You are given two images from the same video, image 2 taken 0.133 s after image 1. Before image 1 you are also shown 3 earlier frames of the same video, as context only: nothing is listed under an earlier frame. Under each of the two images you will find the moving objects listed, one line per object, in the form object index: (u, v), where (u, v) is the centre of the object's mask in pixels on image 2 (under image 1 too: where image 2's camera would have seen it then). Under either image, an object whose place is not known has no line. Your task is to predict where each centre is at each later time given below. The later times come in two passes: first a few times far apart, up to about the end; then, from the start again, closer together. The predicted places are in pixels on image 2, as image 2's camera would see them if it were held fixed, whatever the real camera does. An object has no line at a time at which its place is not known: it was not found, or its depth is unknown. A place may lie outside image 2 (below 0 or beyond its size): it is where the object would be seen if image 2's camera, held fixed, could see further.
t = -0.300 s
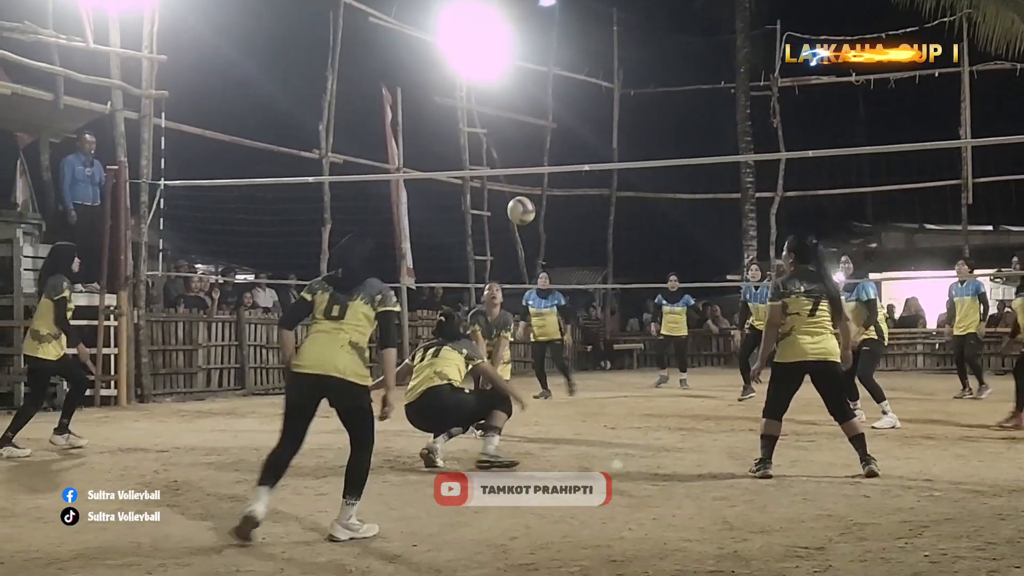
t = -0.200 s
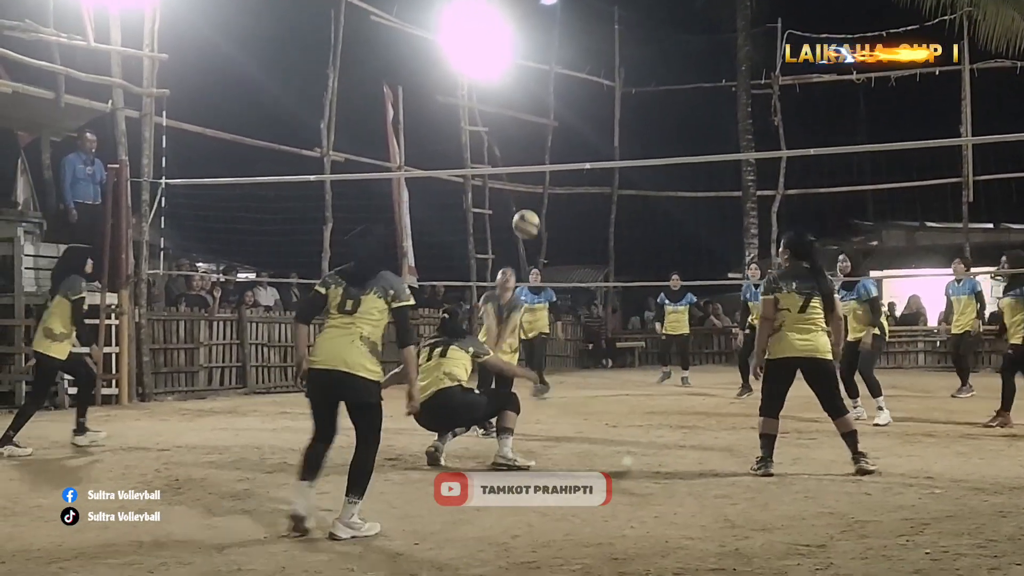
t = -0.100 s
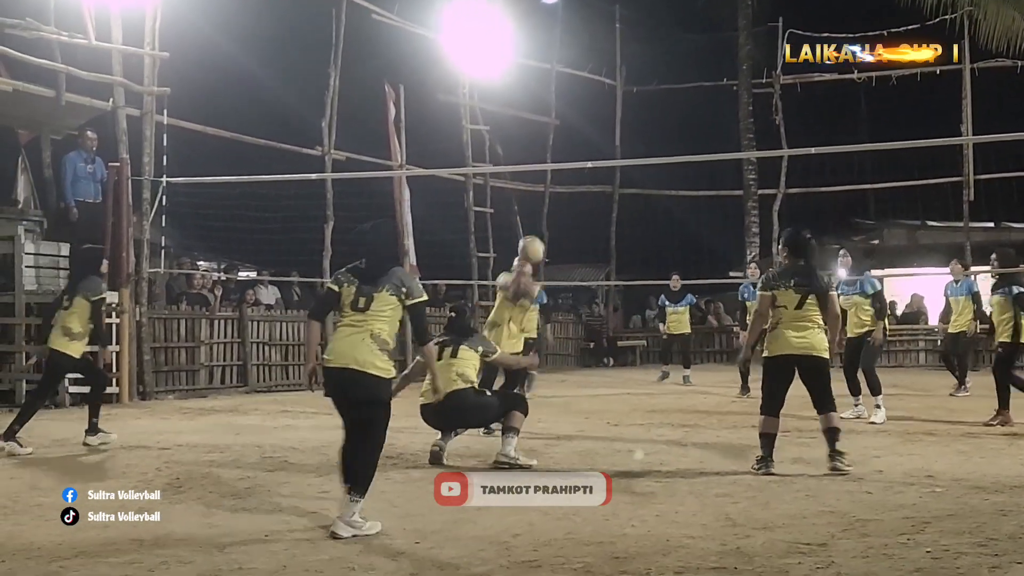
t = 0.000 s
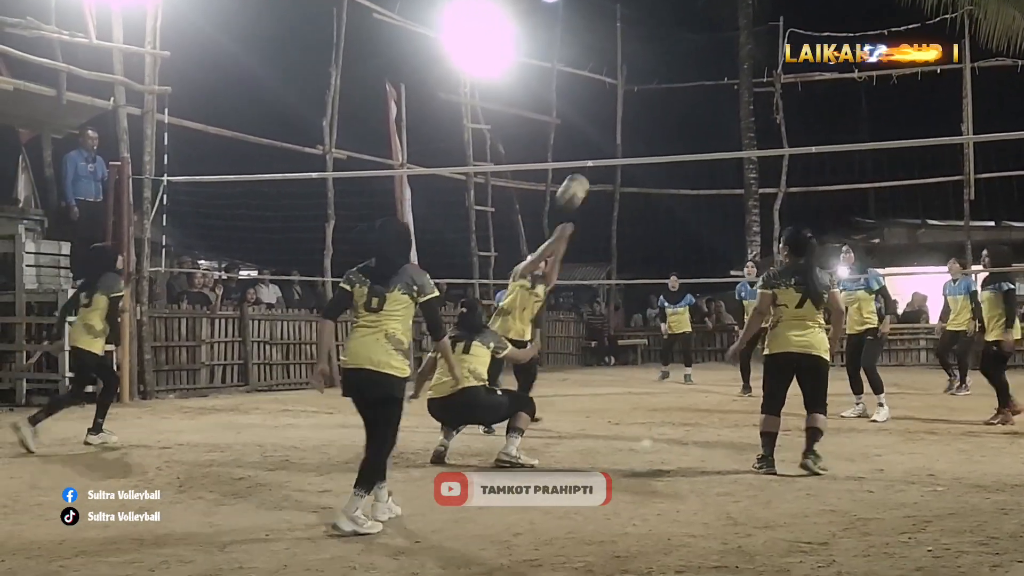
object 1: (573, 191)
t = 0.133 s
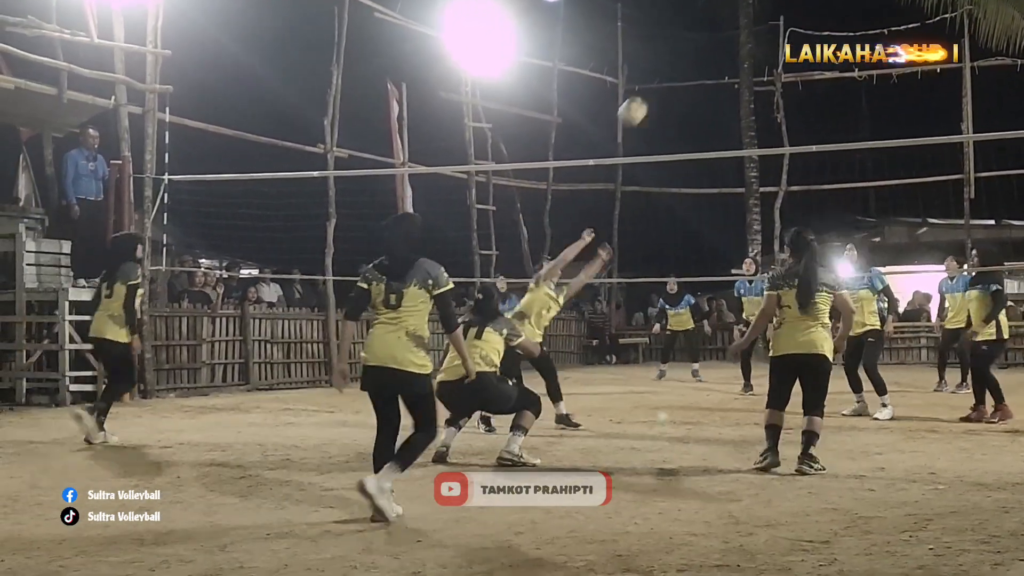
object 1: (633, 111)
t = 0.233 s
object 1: (673, 70)
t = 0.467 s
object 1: (758, 27)
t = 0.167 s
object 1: (646, 97)
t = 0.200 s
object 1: (660, 82)
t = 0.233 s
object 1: (673, 70)
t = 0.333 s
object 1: (711, 44)
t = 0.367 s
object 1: (724, 37)
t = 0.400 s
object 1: (736, 33)
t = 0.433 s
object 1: (748, 29)
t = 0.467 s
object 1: (758, 27)
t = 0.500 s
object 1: (766, 25)
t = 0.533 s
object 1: (768, 25)
